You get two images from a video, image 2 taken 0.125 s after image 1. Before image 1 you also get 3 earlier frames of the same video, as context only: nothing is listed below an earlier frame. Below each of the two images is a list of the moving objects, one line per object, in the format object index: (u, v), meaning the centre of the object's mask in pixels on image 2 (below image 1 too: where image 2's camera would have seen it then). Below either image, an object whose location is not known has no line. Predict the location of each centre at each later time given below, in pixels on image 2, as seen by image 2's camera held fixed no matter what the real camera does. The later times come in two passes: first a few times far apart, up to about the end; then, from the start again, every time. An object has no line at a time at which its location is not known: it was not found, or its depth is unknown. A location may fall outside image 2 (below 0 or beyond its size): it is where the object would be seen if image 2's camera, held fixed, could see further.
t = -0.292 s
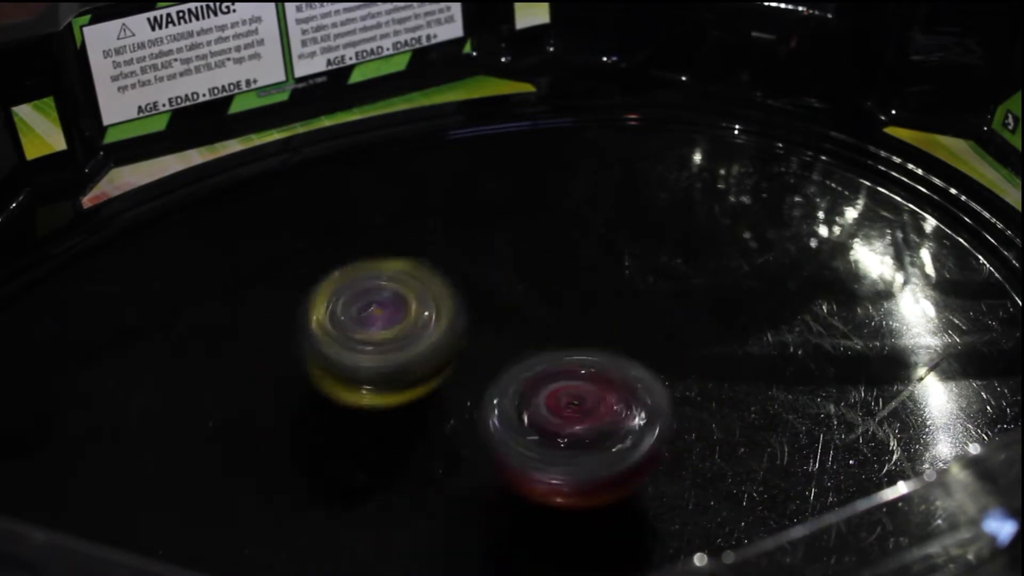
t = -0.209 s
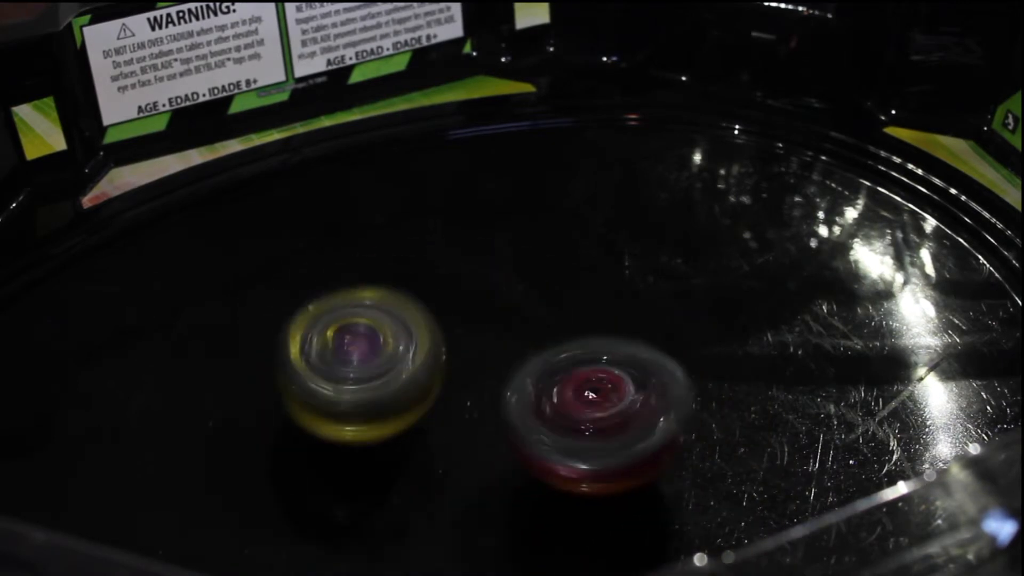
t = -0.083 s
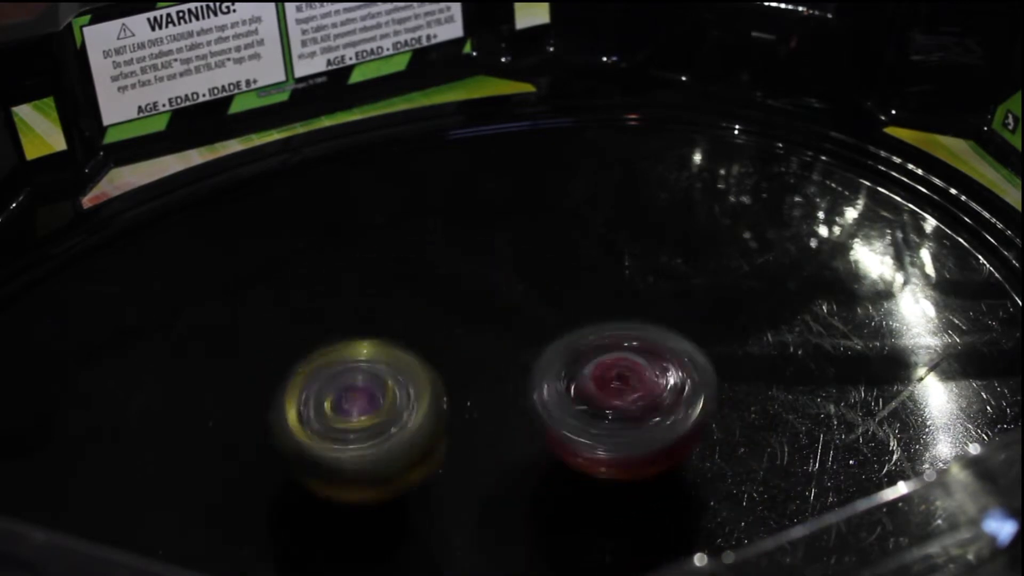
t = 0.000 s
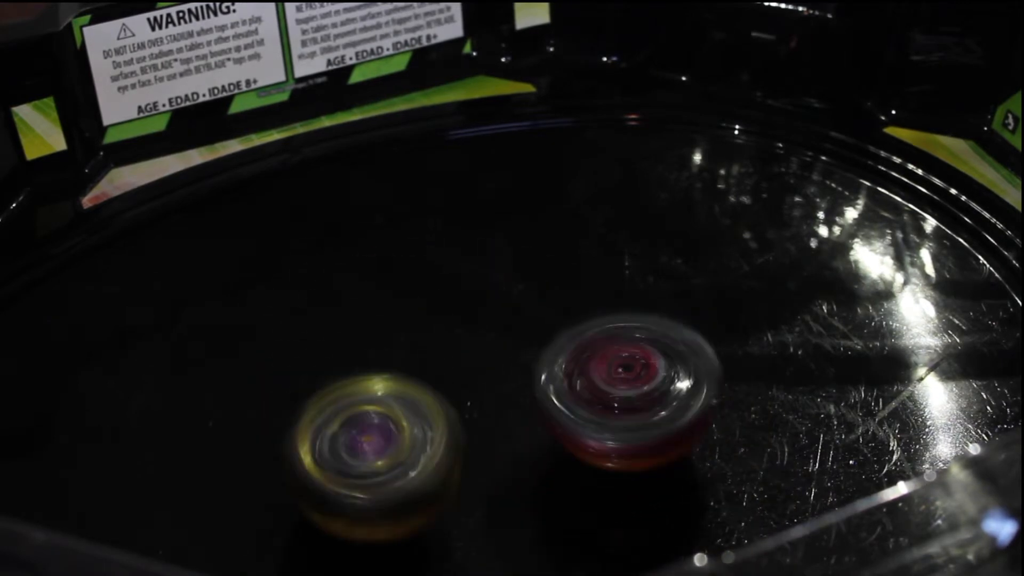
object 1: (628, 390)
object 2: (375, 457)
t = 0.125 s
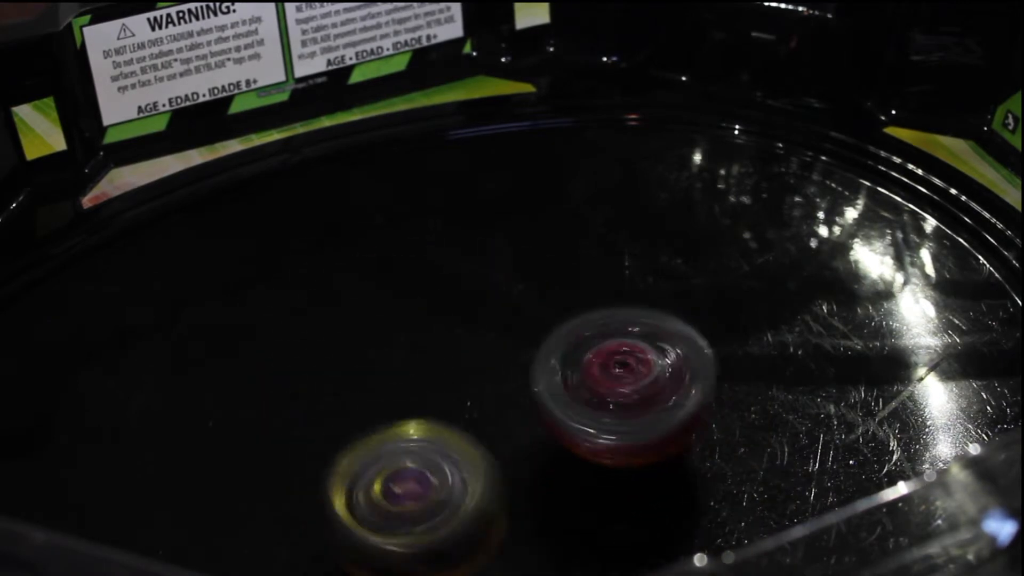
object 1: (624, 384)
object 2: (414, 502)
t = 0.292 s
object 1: (590, 383)
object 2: (490, 528)
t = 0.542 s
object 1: (512, 373)
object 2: (616, 514)
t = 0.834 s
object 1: (441, 365)
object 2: (643, 422)
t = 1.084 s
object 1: (410, 376)
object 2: (588, 347)
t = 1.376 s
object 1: (345, 443)
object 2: (576, 361)
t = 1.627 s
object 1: (375, 497)
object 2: (584, 441)
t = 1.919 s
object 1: (372, 513)
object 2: (698, 456)
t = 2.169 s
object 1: (403, 482)
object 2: (701, 396)
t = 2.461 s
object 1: (390, 437)
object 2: (683, 334)
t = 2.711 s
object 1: (320, 432)
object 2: (698, 303)
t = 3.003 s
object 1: (387, 448)
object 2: (609, 363)
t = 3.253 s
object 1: (478, 476)
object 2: (568, 349)
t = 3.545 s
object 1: (538, 472)
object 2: (517, 329)
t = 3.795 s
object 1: (577, 486)
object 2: (465, 339)
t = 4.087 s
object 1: (587, 469)
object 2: (418, 398)
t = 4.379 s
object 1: (578, 442)
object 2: (369, 459)
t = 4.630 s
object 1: (553, 405)
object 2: (395, 496)
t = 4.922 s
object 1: (549, 363)
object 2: (452, 491)
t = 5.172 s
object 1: (569, 329)
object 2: (451, 501)
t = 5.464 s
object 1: (581, 345)
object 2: (439, 482)
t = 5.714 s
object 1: (607, 350)
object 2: (389, 479)
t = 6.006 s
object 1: (602, 407)
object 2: (402, 439)
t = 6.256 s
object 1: (622, 432)
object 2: (418, 423)
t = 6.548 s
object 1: (607, 393)
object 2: (405, 423)
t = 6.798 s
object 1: (579, 399)
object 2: (397, 427)
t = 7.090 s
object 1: (603, 398)
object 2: (305, 445)
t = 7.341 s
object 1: (606, 405)
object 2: (399, 446)
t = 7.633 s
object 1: (611, 418)
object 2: (441, 449)
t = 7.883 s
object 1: (583, 448)
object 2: (403, 456)
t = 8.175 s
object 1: (606, 444)
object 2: (431, 422)
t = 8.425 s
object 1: (612, 439)
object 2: (446, 411)
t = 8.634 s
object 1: (602, 447)
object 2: (433, 417)
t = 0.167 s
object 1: (617, 385)
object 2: (431, 508)
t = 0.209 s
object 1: (611, 383)
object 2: (449, 515)
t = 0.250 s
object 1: (600, 382)
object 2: (467, 522)
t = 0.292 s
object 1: (590, 383)
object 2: (490, 528)
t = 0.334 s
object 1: (580, 384)
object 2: (511, 531)
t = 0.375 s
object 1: (569, 383)
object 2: (535, 532)
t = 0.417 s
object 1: (553, 381)
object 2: (561, 532)
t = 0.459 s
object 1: (539, 379)
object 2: (580, 528)
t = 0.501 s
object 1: (526, 376)
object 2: (603, 521)
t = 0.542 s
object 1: (512, 373)
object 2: (616, 514)
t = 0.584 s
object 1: (499, 373)
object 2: (628, 499)
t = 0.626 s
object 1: (487, 372)
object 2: (631, 494)
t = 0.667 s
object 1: (482, 371)
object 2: (634, 480)
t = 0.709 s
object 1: (475, 372)
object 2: (630, 462)
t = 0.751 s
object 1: (464, 373)
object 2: (629, 447)
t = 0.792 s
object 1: (451, 369)
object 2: (638, 436)
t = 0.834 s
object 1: (441, 365)
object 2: (643, 422)
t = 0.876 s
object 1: (432, 363)
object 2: (644, 406)
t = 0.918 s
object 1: (424, 363)
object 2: (640, 391)
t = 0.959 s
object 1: (420, 363)
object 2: (632, 377)
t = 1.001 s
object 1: (414, 367)
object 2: (620, 364)
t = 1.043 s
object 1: (409, 371)
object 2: (604, 354)
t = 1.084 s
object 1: (410, 376)
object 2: (588, 347)
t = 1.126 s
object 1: (393, 385)
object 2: (588, 341)
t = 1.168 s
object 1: (376, 393)
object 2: (587, 337)
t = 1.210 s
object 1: (367, 403)
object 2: (585, 336)
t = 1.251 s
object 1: (357, 412)
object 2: (583, 339)
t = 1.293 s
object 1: (349, 422)
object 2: (580, 343)
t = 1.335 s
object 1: (346, 432)
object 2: (577, 351)
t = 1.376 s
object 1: (345, 443)
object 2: (576, 361)
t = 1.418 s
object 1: (343, 453)
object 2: (573, 374)
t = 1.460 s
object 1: (345, 463)
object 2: (572, 387)
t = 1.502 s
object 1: (352, 473)
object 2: (572, 400)
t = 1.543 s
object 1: (357, 482)
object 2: (576, 414)
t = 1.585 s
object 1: (364, 491)
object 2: (580, 428)
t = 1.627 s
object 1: (375, 497)
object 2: (584, 441)
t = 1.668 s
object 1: (385, 501)
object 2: (586, 453)
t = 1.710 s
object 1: (398, 505)
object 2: (588, 465)
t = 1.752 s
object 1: (403, 505)
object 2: (603, 472)
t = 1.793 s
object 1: (391, 510)
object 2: (639, 470)
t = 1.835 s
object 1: (384, 512)
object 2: (660, 467)
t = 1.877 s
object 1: (377, 512)
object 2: (679, 461)
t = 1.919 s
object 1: (372, 513)
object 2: (698, 456)
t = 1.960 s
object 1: (370, 510)
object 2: (715, 448)
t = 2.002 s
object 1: (373, 506)
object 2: (729, 438)
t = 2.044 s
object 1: (375, 503)
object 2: (732, 427)
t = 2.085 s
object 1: (385, 497)
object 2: (729, 415)
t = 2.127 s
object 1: (391, 492)
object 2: (717, 404)
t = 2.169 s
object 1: (403, 482)
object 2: (701, 396)
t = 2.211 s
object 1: (416, 469)
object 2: (682, 390)
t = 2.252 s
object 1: (428, 456)
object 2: (662, 385)
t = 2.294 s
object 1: (442, 446)
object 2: (643, 381)
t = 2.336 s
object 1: (455, 435)
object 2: (626, 376)
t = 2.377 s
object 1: (433, 436)
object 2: (646, 362)
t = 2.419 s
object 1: (406, 438)
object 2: (672, 344)
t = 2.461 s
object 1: (390, 437)
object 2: (683, 334)
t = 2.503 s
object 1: (371, 436)
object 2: (686, 325)
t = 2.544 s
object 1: (350, 436)
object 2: (692, 316)
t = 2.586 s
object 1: (337, 435)
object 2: (700, 309)
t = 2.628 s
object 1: (328, 433)
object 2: (704, 303)
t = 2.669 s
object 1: (321, 432)
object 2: (703, 301)
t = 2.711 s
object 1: (320, 432)
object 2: (698, 303)
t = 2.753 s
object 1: (319, 433)
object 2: (689, 309)
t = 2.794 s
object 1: (327, 435)
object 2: (677, 318)
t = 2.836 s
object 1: (335, 437)
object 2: (666, 328)
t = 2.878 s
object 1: (344, 439)
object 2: (654, 338)
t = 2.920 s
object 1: (357, 442)
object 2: (642, 346)
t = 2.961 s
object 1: (371, 446)
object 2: (626, 354)
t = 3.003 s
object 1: (387, 448)
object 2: (609, 363)
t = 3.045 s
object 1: (407, 450)
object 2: (592, 369)
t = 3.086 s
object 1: (424, 451)
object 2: (578, 371)
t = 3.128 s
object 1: (441, 456)
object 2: (575, 369)
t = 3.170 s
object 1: (456, 466)
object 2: (577, 360)
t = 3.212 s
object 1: (465, 471)
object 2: (576, 355)
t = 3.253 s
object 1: (478, 476)
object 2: (568, 349)
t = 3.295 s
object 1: (486, 480)
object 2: (563, 339)
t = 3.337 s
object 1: (496, 481)
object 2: (556, 329)
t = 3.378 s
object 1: (506, 482)
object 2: (548, 322)
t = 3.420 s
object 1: (514, 481)
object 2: (541, 318)
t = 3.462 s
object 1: (523, 480)
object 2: (532, 319)
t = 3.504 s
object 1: (530, 476)
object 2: (523, 324)
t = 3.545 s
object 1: (538, 472)
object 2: (517, 329)
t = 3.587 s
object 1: (550, 474)
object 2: (511, 333)
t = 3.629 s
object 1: (559, 480)
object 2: (502, 328)
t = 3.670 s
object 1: (563, 483)
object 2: (491, 325)
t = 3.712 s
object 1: (571, 485)
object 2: (480, 325)
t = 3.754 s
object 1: (572, 487)
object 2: (471, 330)
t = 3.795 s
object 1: (577, 486)
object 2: (465, 339)
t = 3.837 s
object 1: (575, 484)
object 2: (460, 350)
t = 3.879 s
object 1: (576, 480)
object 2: (457, 360)
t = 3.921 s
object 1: (577, 476)
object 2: (454, 371)
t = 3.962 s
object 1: (581, 472)
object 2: (449, 376)
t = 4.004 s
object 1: (582, 472)
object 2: (440, 382)
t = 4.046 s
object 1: (589, 471)
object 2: (429, 390)
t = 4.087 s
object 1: (587, 469)
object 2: (418, 398)
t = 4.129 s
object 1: (586, 467)
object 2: (410, 407)
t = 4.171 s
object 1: (589, 463)
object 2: (404, 419)
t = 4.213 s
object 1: (585, 458)
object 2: (398, 428)
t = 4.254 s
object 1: (587, 455)
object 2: (388, 435)
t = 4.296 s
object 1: (584, 451)
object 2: (382, 441)
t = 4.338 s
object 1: (584, 448)
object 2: (372, 450)
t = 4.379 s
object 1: (578, 442)
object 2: (369, 459)
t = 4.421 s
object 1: (572, 438)
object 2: (367, 467)
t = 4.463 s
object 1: (564, 432)
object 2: (370, 476)
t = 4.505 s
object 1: (558, 426)
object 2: (376, 483)
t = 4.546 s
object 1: (556, 417)
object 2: (380, 489)
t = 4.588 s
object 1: (554, 411)
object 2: (387, 494)
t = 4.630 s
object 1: (553, 405)
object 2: (395, 496)
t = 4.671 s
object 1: (551, 397)
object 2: (403, 499)
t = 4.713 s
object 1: (552, 388)
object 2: (408, 501)
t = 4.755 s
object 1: (548, 381)
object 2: (413, 502)
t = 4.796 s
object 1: (549, 378)
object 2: (421, 502)
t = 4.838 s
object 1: (550, 373)
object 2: (431, 501)
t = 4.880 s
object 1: (549, 367)
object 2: (441, 497)
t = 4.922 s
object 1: (549, 363)
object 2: (452, 491)
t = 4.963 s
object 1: (552, 355)
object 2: (450, 494)
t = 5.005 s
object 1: (555, 347)
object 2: (447, 500)
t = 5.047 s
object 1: (559, 341)
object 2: (445, 503)
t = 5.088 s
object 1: (566, 335)
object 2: (447, 504)
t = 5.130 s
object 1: (567, 330)
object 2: (448, 503)
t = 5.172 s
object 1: (569, 329)
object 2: (451, 501)
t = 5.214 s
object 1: (571, 328)
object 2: (454, 499)
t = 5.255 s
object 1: (569, 331)
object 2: (459, 494)
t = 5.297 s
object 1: (571, 335)
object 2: (463, 486)
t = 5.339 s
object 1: (569, 340)
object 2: (467, 478)
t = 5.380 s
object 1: (570, 346)
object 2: (471, 472)
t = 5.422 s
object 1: (576, 347)
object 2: (457, 475)
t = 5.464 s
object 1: (581, 345)
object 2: (439, 482)
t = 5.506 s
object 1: (580, 345)
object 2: (428, 486)
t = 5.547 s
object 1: (590, 347)
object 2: (420, 488)
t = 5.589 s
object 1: (600, 342)
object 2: (413, 489)
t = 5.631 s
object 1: (596, 343)
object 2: (403, 487)
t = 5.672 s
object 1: (598, 346)
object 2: (394, 482)
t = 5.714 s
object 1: (607, 350)
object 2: (389, 479)
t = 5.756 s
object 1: (607, 352)
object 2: (384, 473)
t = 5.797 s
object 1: (605, 358)
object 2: (382, 467)
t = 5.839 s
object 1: (606, 365)
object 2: (383, 461)
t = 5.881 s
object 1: (607, 372)
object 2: (385, 455)
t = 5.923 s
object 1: (604, 384)
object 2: (390, 448)
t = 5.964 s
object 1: (603, 395)
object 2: (395, 444)
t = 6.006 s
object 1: (602, 407)
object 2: (402, 439)
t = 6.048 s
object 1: (600, 415)
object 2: (411, 434)
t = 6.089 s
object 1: (605, 422)
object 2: (417, 433)
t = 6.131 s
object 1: (607, 427)
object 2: (420, 429)
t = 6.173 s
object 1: (617, 431)
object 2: (419, 425)
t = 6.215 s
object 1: (622, 431)
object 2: (419, 425)
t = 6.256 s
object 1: (622, 432)
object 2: (418, 423)
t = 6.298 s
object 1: (624, 433)
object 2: (422, 421)
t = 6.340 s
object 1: (627, 432)
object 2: (422, 423)
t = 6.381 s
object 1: (631, 426)
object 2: (422, 422)
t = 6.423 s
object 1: (629, 415)
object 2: (428, 422)
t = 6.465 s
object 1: (619, 405)
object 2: (426, 426)
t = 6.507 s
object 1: (612, 398)
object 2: (410, 426)
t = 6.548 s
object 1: (607, 393)
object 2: (405, 423)
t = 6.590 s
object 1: (599, 391)
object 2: (406, 423)
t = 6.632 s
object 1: (595, 392)
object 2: (408, 425)
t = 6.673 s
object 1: (590, 392)
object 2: (407, 429)
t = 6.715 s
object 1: (588, 392)
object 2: (401, 430)
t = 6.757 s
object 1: (586, 395)
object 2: (398, 428)
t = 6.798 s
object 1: (579, 399)
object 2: (397, 427)
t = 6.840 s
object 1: (602, 401)
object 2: (357, 439)
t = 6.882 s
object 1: (615, 399)
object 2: (323, 445)
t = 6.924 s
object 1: (618, 395)
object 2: (303, 450)
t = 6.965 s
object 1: (617, 393)
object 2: (292, 451)
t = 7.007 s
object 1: (612, 393)
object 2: (292, 449)
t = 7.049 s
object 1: (607, 394)
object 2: (296, 446)
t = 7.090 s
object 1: (603, 398)
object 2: (305, 445)
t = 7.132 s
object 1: (599, 401)
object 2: (317, 442)
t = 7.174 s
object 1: (601, 404)
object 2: (333, 439)
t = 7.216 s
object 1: (602, 404)
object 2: (355, 434)
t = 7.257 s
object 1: (596, 406)
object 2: (382, 437)
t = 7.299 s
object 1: (591, 406)
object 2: (404, 438)
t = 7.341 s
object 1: (606, 405)
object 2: (399, 446)
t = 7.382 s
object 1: (611, 403)
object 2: (408, 445)
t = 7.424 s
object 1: (615, 402)
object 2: (416, 449)
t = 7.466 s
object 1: (613, 401)
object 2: (432, 448)
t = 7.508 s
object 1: (611, 403)
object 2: (437, 447)
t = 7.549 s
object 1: (610, 406)
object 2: (440, 448)
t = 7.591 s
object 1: (611, 412)
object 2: (440, 448)
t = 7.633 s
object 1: (611, 418)
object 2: (441, 449)
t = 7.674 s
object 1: (612, 427)
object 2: (437, 454)
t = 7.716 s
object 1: (613, 435)
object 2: (422, 459)
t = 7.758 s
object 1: (610, 441)
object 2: (417, 461)
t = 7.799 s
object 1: (601, 447)
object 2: (406, 462)
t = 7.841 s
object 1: (588, 448)
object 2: (403, 460)
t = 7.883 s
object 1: (583, 448)
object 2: (403, 456)
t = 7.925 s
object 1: (579, 447)
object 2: (399, 449)
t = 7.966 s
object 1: (575, 448)
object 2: (398, 442)
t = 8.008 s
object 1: (576, 448)
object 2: (401, 437)
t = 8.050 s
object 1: (578, 447)
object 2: (408, 435)
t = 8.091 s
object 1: (585, 447)
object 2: (413, 427)
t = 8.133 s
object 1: (594, 445)
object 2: (421, 425)
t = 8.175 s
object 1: (606, 444)
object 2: (431, 422)
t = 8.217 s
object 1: (610, 442)
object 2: (435, 421)
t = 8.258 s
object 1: (612, 438)
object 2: (441, 416)
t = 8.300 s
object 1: (613, 436)
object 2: (443, 415)
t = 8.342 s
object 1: (613, 436)
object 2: (446, 412)
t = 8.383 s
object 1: (613, 436)
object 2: (447, 410)
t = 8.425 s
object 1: (612, 439)
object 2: (446, 411)
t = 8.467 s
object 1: (609, 443)
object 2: (444, 414)
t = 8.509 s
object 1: (606, 446)
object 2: (441, 416)
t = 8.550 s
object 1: (603, 447)
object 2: (437, 415)
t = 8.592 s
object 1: (601, 447)
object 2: (434, 416)
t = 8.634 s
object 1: (602, 447)
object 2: (433, 417)
